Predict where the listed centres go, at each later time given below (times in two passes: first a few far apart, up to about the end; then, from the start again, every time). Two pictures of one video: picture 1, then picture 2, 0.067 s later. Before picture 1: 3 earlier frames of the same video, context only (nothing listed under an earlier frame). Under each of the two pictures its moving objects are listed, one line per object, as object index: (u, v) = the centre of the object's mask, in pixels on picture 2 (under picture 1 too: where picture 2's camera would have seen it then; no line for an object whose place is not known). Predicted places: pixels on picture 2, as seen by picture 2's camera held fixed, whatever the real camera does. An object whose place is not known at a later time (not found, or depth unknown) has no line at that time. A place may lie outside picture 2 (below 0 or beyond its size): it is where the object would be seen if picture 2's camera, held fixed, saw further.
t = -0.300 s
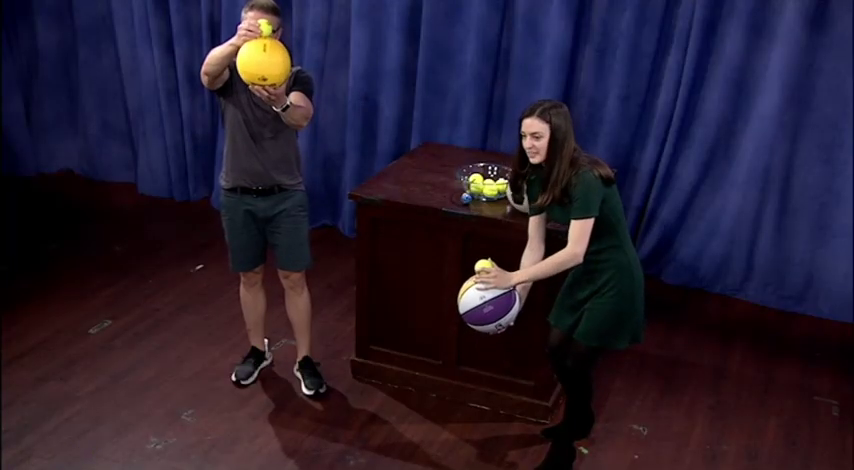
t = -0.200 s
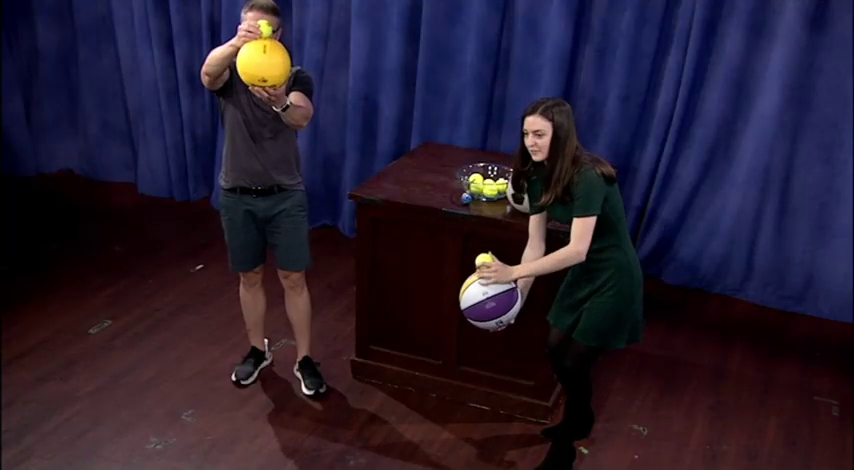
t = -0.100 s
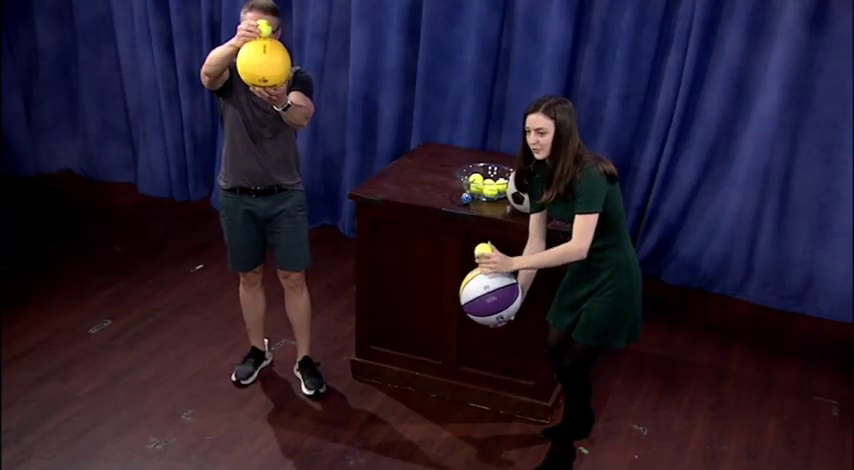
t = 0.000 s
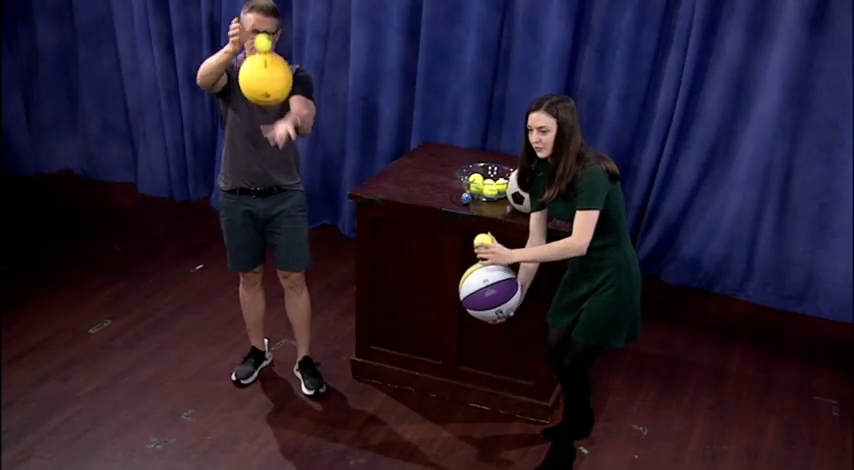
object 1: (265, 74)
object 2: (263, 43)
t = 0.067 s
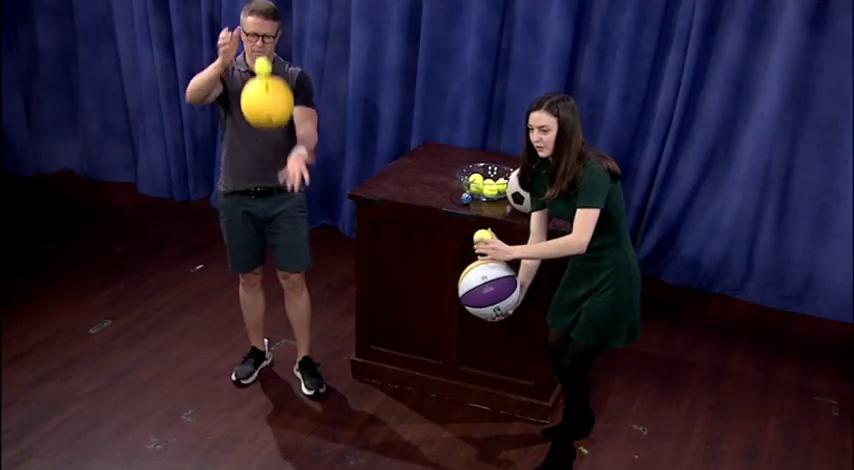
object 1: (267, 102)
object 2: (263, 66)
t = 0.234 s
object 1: (272, 201)
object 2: (266, 166)
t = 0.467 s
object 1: (285, 412)
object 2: (272, 383)
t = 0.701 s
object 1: (307, 363)
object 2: (128, 249)
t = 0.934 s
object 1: (333, 400)
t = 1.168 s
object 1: (345, 405)
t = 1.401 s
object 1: (353, 422)
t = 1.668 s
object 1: (363, 428)
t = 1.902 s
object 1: (372, 431)
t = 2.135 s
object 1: (378, 431)
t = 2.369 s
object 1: (382, 431)
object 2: (12, 266)
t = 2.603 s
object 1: (381, 431)
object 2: (37, 297)
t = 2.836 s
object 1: (377, 430)
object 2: (54, 294)
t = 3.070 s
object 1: (373, 430)
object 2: (73, 308)
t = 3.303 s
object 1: (369, 430)
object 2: (93, 331)
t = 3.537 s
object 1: (368, 430)
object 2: (108, 328)
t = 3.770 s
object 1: (370, 430)
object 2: (125, 337)
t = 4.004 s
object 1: (373, 431)
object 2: (144, 348)
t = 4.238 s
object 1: (372, 431)
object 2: (161, 352)
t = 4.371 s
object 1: (371, 431)
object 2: (171, 356)
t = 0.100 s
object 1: (268, 117)
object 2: (263, 81)
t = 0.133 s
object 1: (269, 134)
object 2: (263, 98)
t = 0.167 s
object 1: (270, 155)
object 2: (264, 118)
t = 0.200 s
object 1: (270, 172)
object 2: (265, 141)
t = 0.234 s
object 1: (272, 201)
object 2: (266, 166)
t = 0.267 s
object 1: (274, 227)
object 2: (266, 192)
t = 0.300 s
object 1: (275, 254)
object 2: (267, 220)
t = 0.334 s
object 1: (277, 282)
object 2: (268, 250)
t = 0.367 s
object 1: (277, 309)
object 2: (269, 281)
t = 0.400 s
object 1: (279, 340)
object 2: (270, 314)
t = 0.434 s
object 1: (282, 378)
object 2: (271, 347)
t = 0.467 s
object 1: (285, 412)
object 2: (272, 383)
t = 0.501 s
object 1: (286, 412)
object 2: (262, 385)
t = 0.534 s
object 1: (289, 399)
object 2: (237, 355)
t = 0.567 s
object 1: (292, 388)
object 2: (215, 330)
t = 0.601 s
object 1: (296, 378)
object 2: (193, 306)
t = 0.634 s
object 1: (299, 371)
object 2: (171, 284)
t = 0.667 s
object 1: (303, 366)
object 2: (149, 266)
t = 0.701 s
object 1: (307, 363)
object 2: (128, 249)
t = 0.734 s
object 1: (310, 362)
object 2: (107, 234)
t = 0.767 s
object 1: (314, 363)
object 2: (87, 223)
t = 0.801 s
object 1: (318, 367)
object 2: (67, 213)
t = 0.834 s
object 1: (322, 372)
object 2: (48, 206)
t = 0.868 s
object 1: (326, 380)
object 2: (29, 201)
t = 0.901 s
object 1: (329, 389)
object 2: (11, 198)
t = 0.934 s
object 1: (333, 400)
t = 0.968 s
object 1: (337, 413)
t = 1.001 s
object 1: (340, 427)
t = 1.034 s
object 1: (341, 421)
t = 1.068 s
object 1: (342, 414)
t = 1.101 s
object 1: (343, 409)
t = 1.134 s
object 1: (344, 406)
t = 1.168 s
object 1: (345, 405)
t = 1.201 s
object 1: (346, 406)
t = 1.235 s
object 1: (347, 409)
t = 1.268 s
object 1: (348, 414)
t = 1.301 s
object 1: (350, 421)
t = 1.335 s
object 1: (351, 429)
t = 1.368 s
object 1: (352, 425)
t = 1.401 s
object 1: (353, 422)
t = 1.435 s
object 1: (355, 420)
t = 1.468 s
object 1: (356, 421)
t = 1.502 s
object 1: (358, 423)
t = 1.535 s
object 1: (359, 428)
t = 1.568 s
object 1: (360, 429)
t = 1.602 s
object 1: (361, 427)
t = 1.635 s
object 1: (362, 426)
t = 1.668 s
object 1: (363, 428)
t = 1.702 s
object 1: (364, 431)
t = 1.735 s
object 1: (366, 429)
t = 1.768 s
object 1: (367, 429)
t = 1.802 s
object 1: (368, 431)
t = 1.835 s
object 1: (369, 430)
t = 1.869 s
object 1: (370, 430)
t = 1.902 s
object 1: (372, 431)
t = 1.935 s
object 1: (373, 431)
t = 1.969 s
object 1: (374, 431)
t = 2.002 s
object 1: (375, 431)
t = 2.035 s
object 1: (376, 431)
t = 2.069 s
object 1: (377, 431)
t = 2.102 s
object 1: (378, 431)
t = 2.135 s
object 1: (378, 431)
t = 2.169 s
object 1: (379, 431)
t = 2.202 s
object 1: (380, 431)
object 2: (1, 252)
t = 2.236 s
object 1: (381, 431)
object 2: (3, 251)
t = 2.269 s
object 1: (381, 432)
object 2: (4, 252)
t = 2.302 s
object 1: (382, 432)
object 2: (6, 255)
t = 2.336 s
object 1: (382, 432)
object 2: (8, 259)
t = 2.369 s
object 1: (382, 431)
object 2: (12, 266)
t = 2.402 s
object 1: (382, 432)
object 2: (16, 274)
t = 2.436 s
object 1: (382, 431)
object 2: (21, 284)
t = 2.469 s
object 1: (382, 431)
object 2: (25, 296)
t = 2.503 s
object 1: (382, 431)
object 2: (30, 309)
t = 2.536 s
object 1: (381, 431)
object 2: (34, 314)
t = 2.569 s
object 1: (381, 431)
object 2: (35, 304)
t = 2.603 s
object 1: (381, 431)
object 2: (37, 297)
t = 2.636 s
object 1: (380, 431)
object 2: (38, 291)
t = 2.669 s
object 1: (380, 431)
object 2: (40, 287)
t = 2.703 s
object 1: (379, 431)
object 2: (43, 285)
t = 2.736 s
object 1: (379, 431)
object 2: (45, 284)
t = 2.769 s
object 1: (378, 431)
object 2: (48, 285)
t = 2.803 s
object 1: (378, 430)
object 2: (51, 289)
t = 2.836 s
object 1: (377, 430)
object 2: (54, 294)
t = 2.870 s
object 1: (377, 430)
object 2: (57, 300)
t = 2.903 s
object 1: (376, 430)
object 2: (61, 309)
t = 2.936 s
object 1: (376, 430)
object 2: (65, 319)
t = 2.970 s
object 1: (375, 430)
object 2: (68, 326)
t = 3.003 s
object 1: (374, 430)
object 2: (70, 319)
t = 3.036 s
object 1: (374, 430)
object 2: (71, 313)
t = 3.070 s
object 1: (373, 430)
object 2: (73, 308)
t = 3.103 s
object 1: (372, 430)
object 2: (75, 306)
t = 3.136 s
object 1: (372, 430)
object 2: (78, 306)
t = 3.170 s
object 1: (371, 430)
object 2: (80, 307)
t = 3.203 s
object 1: (370, 430)
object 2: (83, 310)
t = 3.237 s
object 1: (369, 430)
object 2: (86, 315)
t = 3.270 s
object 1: (369, 430)
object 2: (89, 322)
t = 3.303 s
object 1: (369, 430)
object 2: (93, 331)
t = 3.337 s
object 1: (368, 430)
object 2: (95, 332)
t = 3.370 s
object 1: (368, 430)
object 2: (97, 327)
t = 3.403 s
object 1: (368, 430)
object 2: (99, 324)
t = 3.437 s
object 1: (368, 431)
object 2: (101, 322)
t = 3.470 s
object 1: (368, 431)
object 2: (103, 323)
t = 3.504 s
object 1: (368, 430)
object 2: (105, 324)
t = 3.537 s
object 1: (368, 430)
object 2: (108, 328)
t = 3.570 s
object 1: (368, 430)
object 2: (111, 334)
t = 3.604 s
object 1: (368, 430)
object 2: (114, 341)
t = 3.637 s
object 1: (368, 430)
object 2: (116, 339)
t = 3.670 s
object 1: (369, 430)
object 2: (118, 336)
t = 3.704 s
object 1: (369, 430)
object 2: (120, 334)
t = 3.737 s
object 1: (370, 430)
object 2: (123, 335)
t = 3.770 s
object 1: (370, 430)
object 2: (125, 337)
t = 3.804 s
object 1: (371, 430)
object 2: (128, 341)
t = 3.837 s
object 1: (371, 431)
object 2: (131, 347)
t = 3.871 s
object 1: (372, 431)
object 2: (133, 345)
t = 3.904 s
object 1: (372, 431)
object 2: (136, 343)
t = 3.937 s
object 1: (372, 431)
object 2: (138, 343)
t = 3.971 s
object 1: (373, 431)
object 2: (141, 344)
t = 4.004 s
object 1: (373, 431)
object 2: (144, 348)
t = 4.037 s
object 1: (373, 431)
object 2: (146, 351)
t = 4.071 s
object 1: (373, 431)
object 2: (149, 349)
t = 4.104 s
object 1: (373, 431)
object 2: (151, 348)
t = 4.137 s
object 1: (373, 431)
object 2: (154, 349)
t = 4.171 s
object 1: (373, 431)
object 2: (156, 352)
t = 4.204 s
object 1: (372, 431)
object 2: (159, 353)
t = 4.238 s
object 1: (372, 431)
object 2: (161, 352)
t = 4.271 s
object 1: (372, 431)
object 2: (164, 353)
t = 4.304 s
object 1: (372, 431)
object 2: (166, 356)
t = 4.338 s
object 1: (371, 431)
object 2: (169, 355)
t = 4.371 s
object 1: (371, 431)
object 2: (171, 356)
